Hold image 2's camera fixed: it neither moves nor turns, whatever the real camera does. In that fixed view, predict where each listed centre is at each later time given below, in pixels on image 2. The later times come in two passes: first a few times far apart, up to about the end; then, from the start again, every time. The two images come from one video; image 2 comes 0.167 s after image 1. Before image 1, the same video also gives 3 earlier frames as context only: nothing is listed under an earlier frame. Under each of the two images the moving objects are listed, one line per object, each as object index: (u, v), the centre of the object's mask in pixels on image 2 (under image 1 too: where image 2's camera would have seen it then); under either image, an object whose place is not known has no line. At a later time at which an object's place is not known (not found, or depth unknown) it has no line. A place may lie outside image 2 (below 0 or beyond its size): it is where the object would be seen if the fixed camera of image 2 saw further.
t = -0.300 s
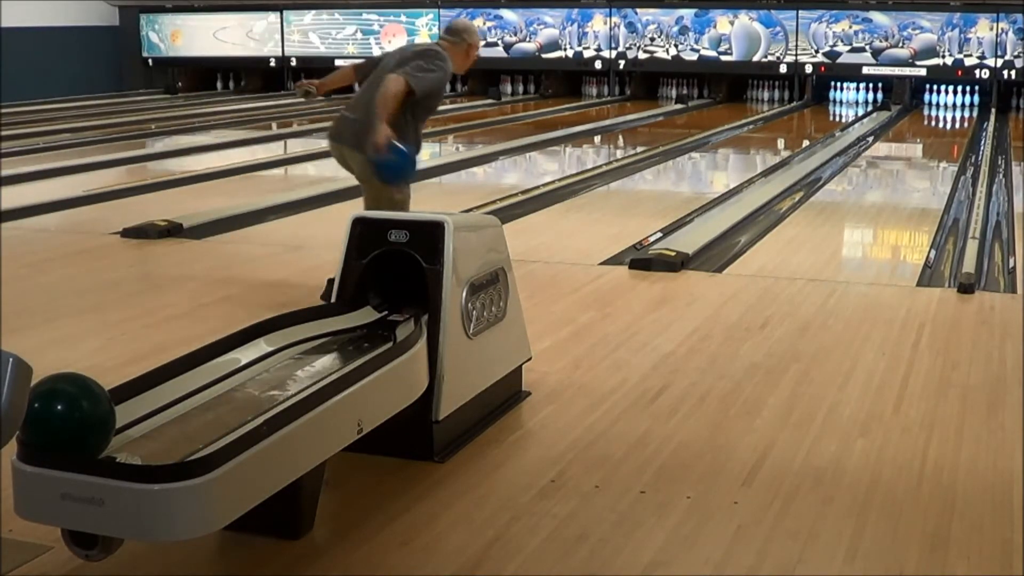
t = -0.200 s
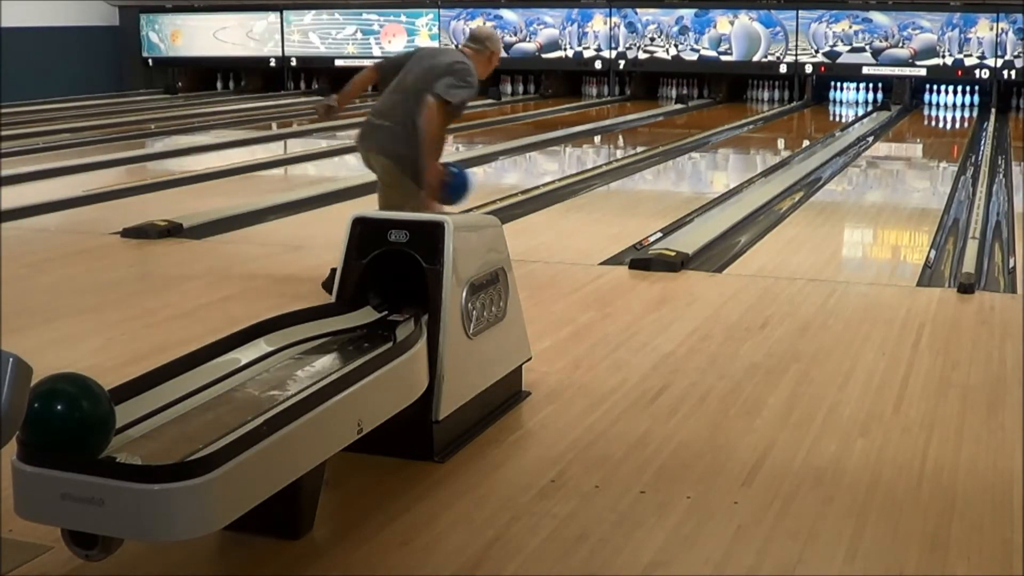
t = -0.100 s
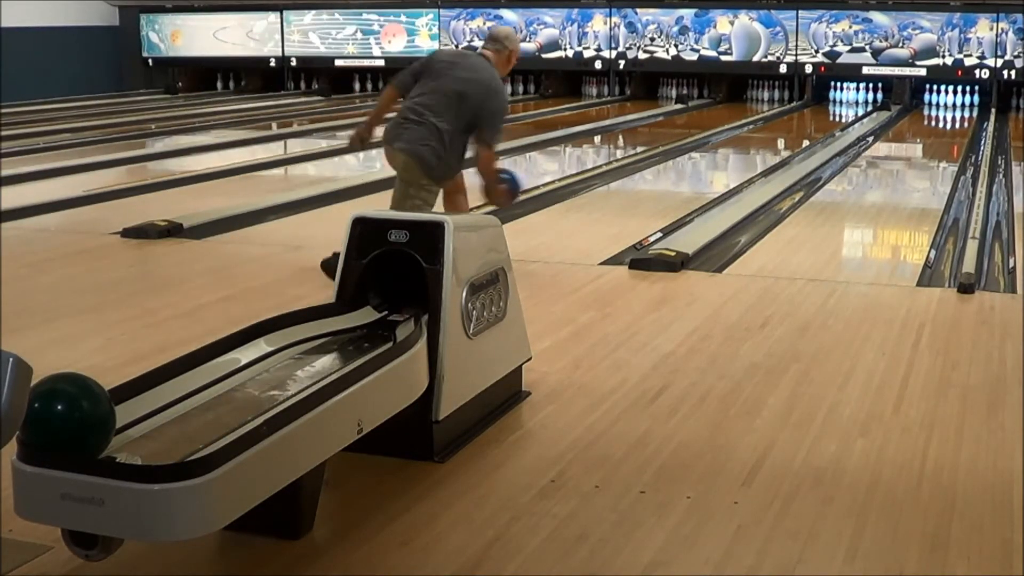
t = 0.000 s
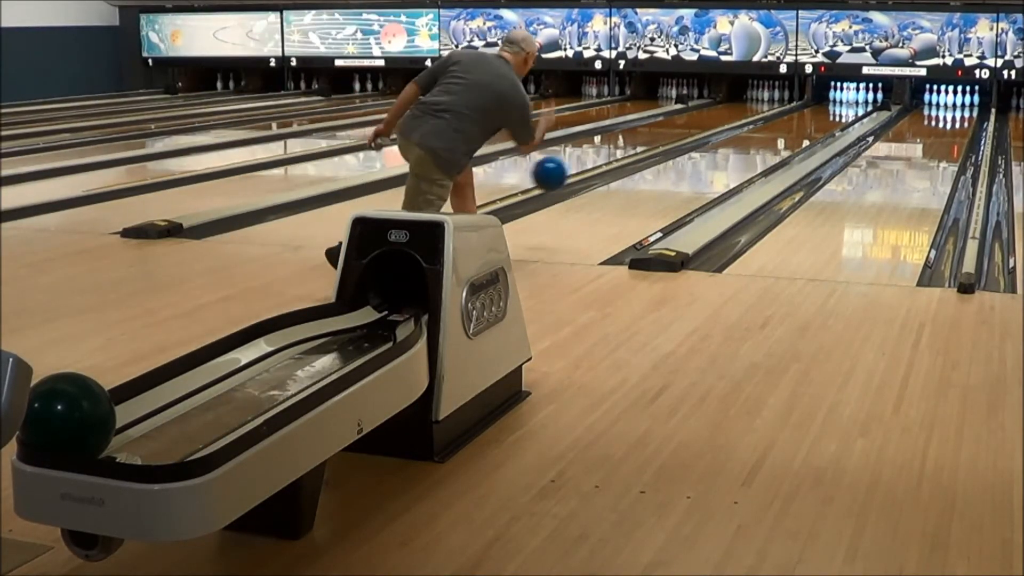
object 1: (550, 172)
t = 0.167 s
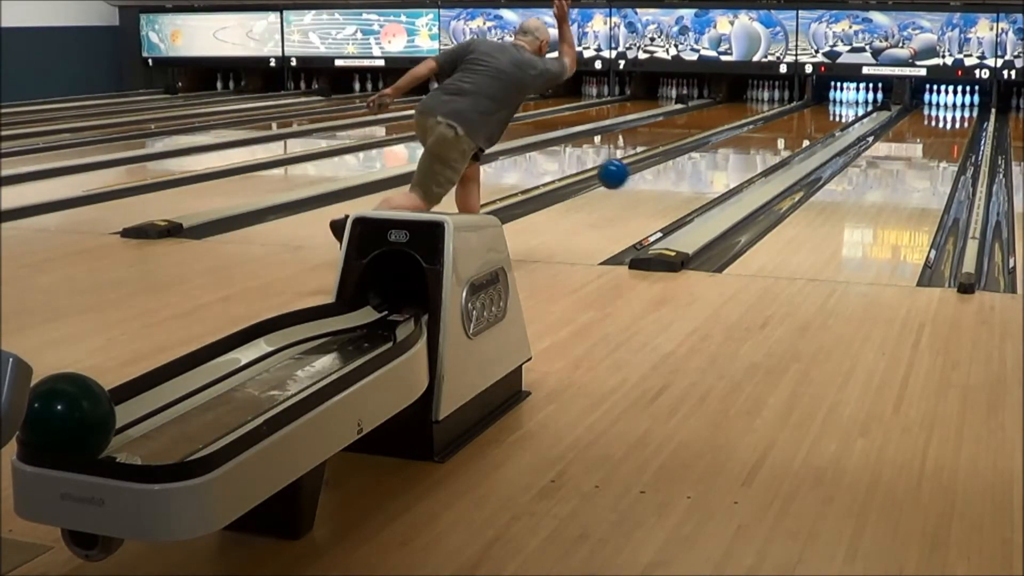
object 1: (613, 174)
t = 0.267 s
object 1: (643, 191)
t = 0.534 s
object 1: (705, 171)
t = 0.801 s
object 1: (750, 152)
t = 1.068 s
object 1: (783, 138)
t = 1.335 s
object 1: (808, 126)
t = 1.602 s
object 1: (826, 117)
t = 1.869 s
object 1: (840, 110)
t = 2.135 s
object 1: (849, 104)
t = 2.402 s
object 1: (854, 100)
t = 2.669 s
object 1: (859, 97)
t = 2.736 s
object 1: (862, 97)
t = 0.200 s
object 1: (623, 179)
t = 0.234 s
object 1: (634, 185)
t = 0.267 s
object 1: (643, 191)
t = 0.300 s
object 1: (652, 192)
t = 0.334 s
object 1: (661, 185)
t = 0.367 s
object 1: (669, 181)
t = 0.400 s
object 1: (677, 178)
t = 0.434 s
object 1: (684, 176)
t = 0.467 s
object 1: (692, 176)
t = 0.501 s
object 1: (699, 173)
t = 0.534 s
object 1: (705, 171)
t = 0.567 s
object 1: (712, 168)
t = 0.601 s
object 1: (718, 165)
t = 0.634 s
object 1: (723, 163)
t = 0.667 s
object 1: (729, 160)
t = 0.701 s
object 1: (735, 158)
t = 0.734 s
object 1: (740, 156)
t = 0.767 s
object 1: (745, 154)
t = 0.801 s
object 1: (750, 152)
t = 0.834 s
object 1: (755, 150)
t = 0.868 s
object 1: (759, 148)
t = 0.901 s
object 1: (763, 146)
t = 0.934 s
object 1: (768, 144)
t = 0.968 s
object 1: (771, 143)
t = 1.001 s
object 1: (775, 141)
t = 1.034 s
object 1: (779, 139)
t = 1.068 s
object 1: (783, 138)
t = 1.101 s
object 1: (786, 136)
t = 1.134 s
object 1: (790, 135)
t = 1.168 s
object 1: (793, 133)
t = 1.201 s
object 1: (796, 132)
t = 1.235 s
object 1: (799, 130)
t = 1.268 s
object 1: (802, 129)
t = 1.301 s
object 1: (805, 128)
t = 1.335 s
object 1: (808, 126)
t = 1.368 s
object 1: (810, 125)
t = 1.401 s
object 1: (813, 124)
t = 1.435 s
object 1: (815, 123)
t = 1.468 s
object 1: (818, 122)
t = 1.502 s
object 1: (820, 121)
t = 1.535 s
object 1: (822, 119)
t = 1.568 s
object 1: (824, 118)
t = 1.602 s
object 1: (826, 117)
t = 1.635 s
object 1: (828, 117)
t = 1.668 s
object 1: (830, 116)
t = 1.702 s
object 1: (832, 114)
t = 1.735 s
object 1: (834, 113)
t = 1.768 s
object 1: (835, 113)
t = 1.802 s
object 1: (837, 112)
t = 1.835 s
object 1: (839, 111)
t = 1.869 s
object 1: (840, 110)
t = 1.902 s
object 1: (841, 110)
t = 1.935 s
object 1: (842, 108)
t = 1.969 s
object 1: (844, 108)
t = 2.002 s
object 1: (845, 107)
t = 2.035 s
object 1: (847, 107)
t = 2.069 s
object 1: (847, 106)
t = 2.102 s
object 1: (849, 105)
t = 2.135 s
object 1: (849, 104)
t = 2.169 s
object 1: (850, 104)
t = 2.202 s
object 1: (851, 103)
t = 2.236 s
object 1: (851, 103)
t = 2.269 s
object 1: (852, 102)
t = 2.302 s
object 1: (853, 102)
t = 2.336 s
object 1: (853, 101)
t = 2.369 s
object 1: (853, 101)
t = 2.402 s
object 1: (854, 100)
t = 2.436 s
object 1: (854, 100)
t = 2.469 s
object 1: (855, 99)
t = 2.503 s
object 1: (856, 99)
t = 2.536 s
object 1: (857, 99)
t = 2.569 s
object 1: (858, 98)
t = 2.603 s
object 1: (859, 98)
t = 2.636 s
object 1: (859, 97)
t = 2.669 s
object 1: (859, 97)
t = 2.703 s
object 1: (860, 96)
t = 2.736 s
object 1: (862, 97)
